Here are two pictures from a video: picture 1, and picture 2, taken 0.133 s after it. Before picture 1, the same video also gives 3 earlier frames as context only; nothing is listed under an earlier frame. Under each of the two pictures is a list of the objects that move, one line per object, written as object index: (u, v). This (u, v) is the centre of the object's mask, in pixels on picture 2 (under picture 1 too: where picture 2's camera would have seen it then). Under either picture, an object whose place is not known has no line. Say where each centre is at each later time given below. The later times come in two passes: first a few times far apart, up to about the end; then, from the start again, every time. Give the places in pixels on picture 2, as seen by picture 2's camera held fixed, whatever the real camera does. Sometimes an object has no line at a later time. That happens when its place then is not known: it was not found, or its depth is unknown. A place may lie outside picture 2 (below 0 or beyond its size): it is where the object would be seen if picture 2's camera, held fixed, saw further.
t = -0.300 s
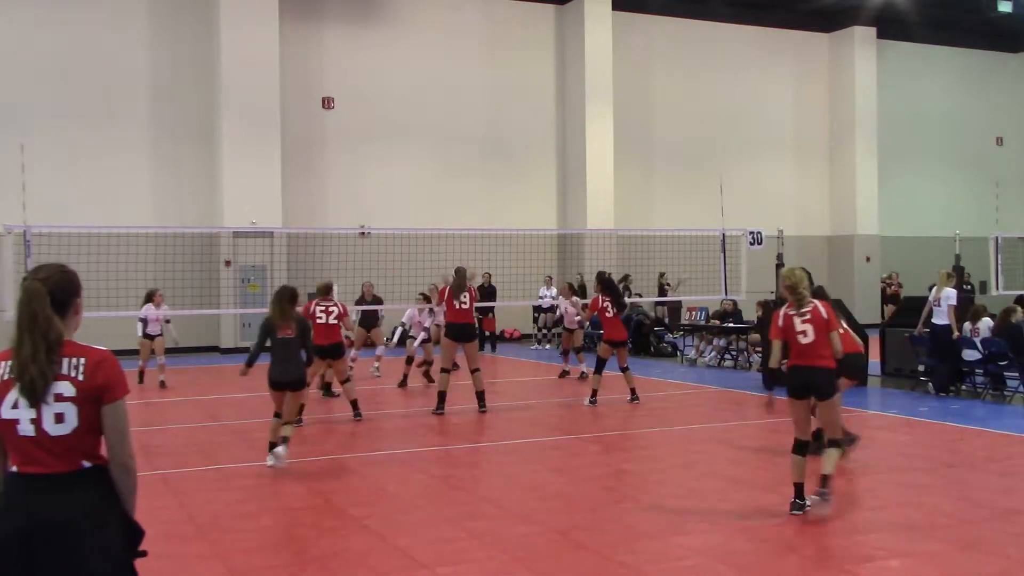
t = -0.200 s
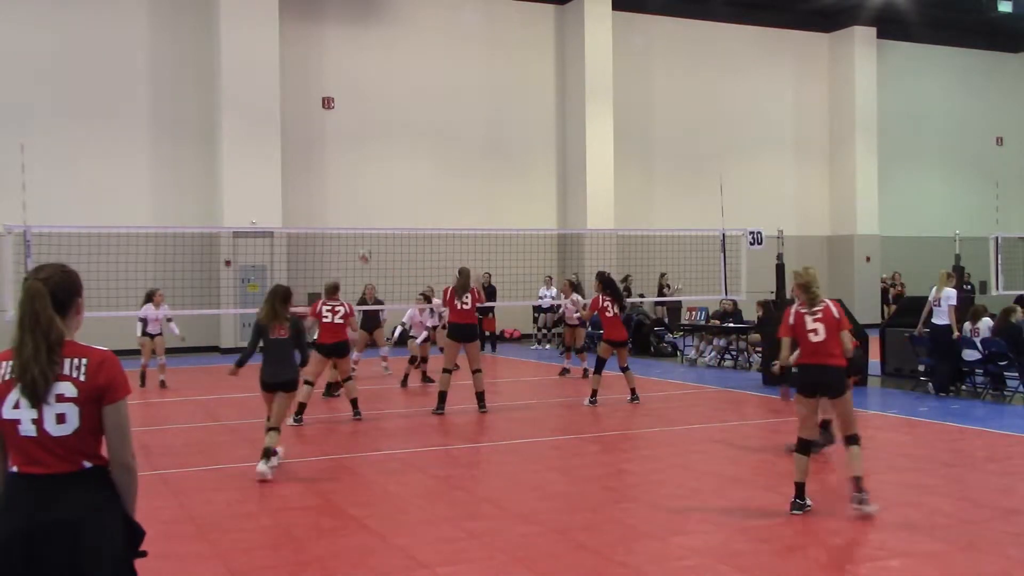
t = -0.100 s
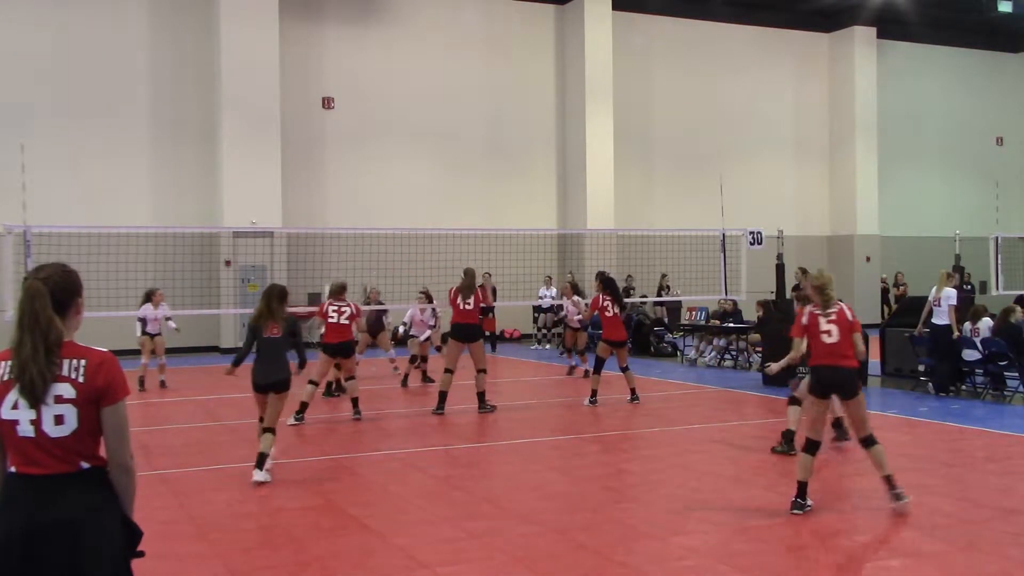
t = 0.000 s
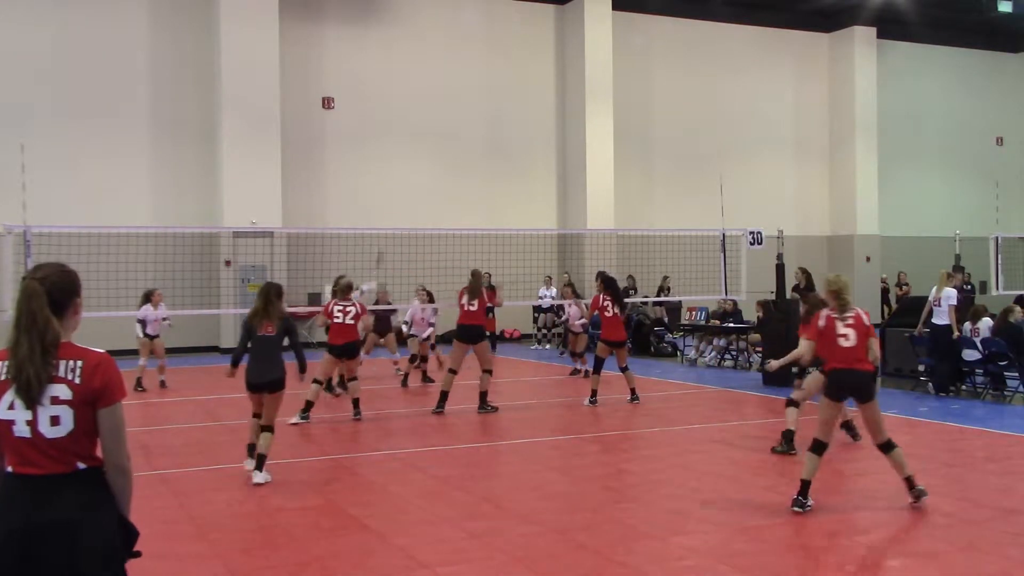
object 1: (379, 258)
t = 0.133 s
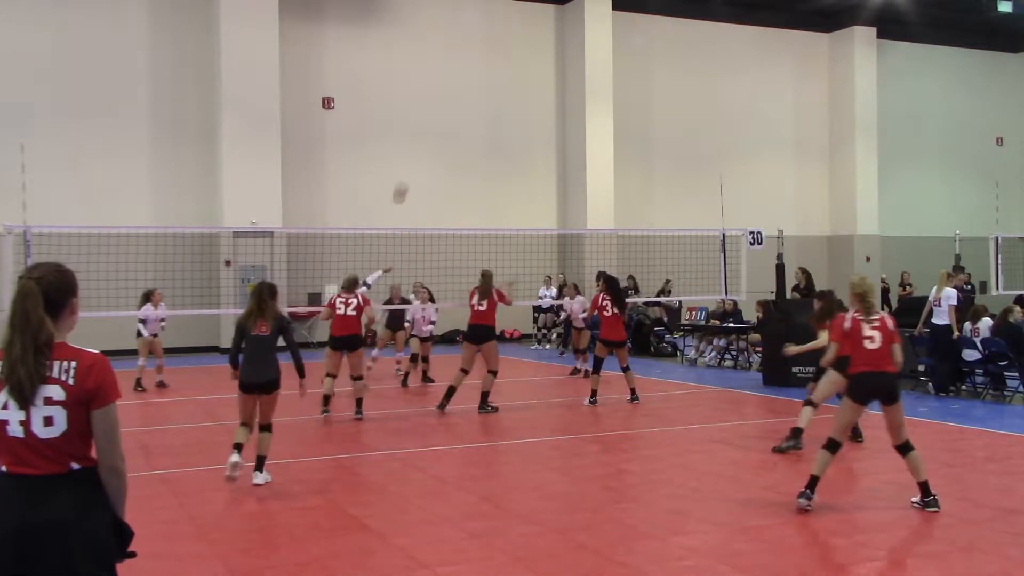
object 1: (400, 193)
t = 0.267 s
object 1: (422, 143)
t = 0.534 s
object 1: (465, 83)
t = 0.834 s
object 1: (514, 74)
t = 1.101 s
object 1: (556, 117)
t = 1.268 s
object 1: (584, 168)
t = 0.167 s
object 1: (405, 179)
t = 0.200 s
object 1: (410, 168)
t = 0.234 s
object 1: (417, 154)
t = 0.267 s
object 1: (422, 143)
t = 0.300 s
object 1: (427, 134)
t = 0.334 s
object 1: (433, 125)
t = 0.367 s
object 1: (438, 116)
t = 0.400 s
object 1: (443, 108)
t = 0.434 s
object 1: (449, 100)
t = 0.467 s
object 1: (453, 93)
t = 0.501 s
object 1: (459, 88)
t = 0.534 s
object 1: (465, 83)
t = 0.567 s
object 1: (470, 78)
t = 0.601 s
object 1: (477, 76)
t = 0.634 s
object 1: (482, 73)
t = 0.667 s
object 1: (487, 72)
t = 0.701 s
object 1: (493, 71)
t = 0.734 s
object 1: (498, 71)
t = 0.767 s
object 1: (503, 71)
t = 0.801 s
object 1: (509, 72)
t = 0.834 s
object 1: (514, 74)
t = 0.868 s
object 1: (519, 77)
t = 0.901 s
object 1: (525, 81)
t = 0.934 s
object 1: (531, 85)
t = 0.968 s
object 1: (535, 90)
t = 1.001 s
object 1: (541, 96)
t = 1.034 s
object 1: (546, 101)
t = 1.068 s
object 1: (552, 109)
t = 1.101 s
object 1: (556, 117)
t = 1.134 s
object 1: (563, 127)
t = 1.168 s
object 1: (568, 135)
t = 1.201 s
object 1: (572, 145)
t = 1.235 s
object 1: (576, 154)
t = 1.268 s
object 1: (584, 168)
